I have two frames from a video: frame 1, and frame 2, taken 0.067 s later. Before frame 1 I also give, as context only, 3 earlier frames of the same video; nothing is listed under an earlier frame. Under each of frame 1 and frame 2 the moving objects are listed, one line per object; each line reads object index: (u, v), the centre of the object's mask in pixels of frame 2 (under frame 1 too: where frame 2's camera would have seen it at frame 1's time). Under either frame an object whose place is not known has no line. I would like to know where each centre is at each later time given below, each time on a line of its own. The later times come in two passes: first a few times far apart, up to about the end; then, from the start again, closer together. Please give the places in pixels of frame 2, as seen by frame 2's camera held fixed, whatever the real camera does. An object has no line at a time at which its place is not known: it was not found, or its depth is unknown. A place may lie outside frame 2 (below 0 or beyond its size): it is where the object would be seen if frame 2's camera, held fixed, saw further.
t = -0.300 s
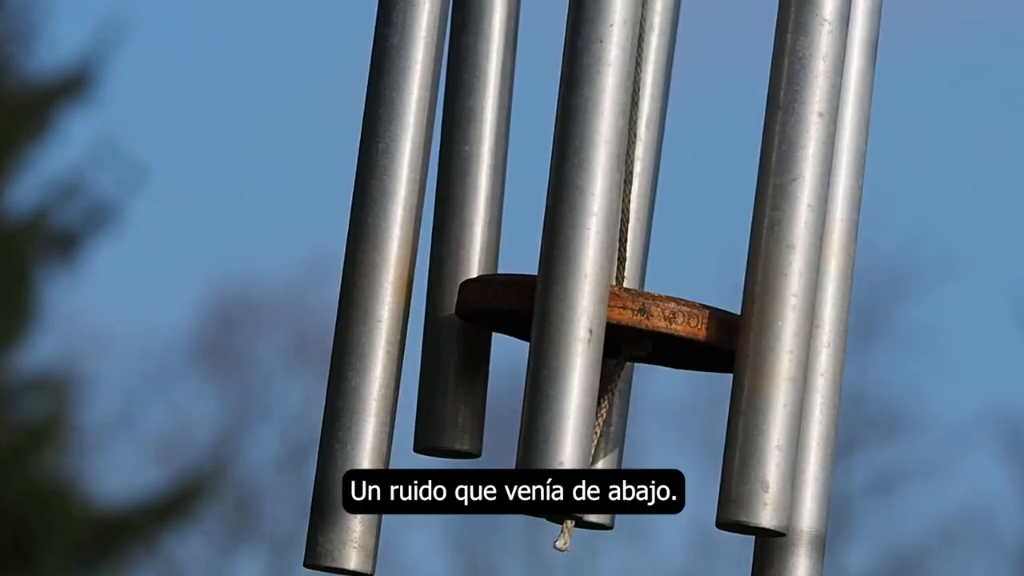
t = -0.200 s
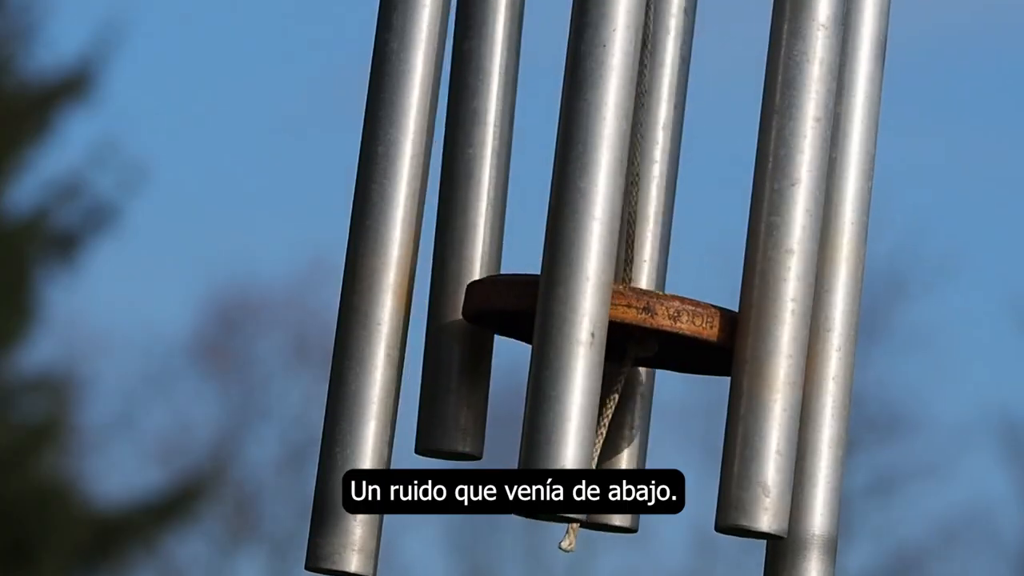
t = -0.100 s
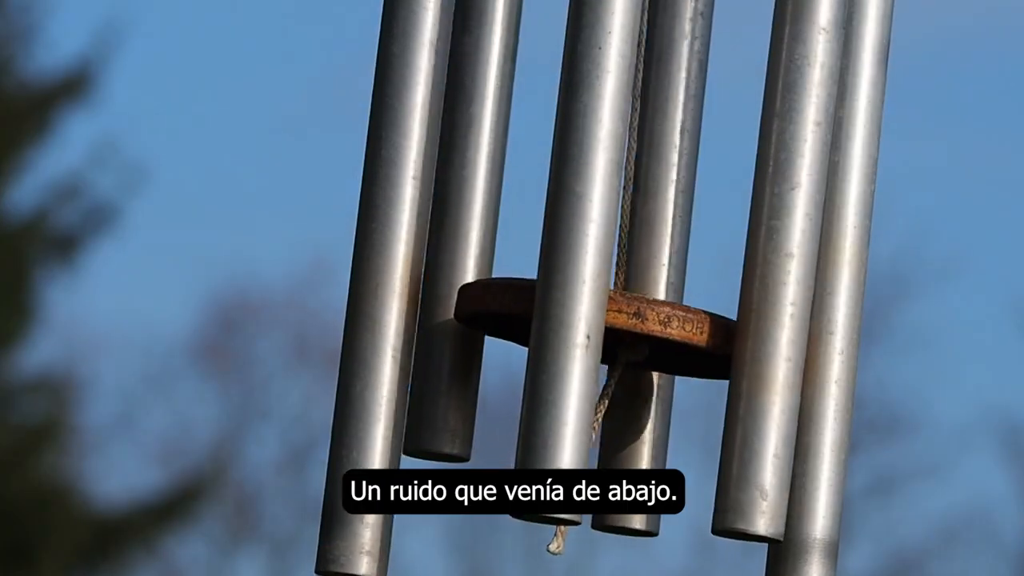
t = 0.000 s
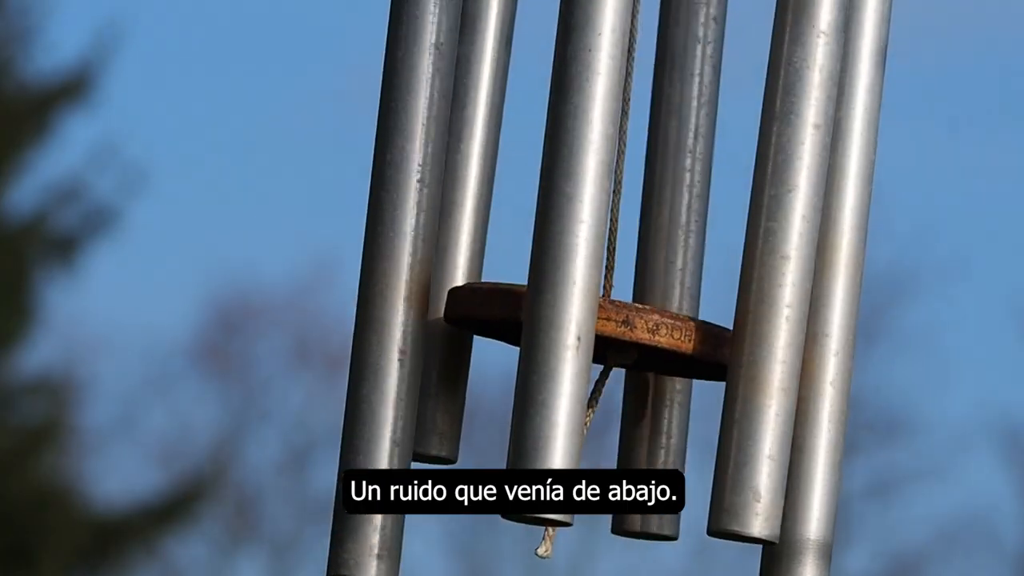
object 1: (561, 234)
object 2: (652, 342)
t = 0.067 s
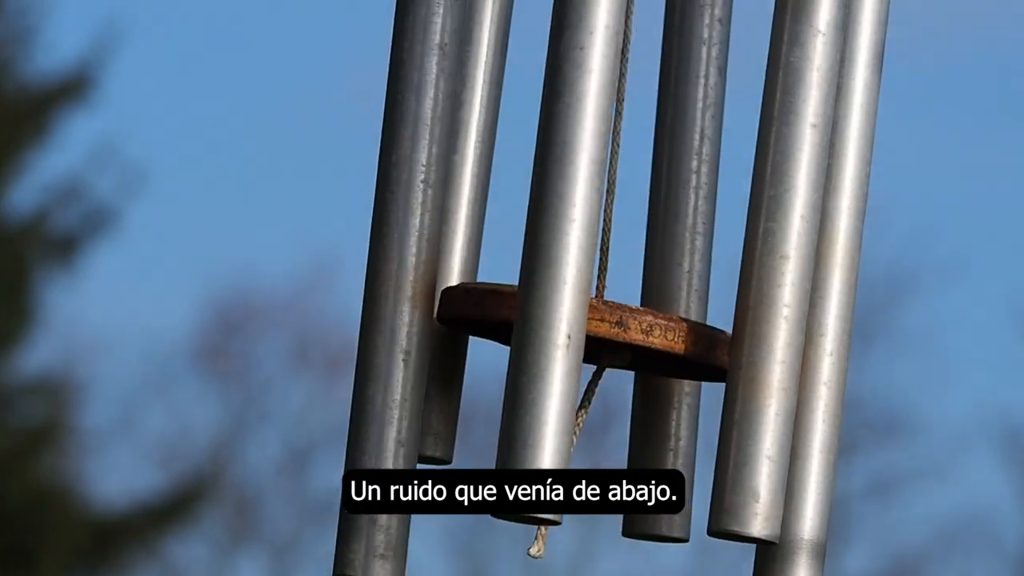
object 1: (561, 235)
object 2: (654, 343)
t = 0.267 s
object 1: (539, 234)
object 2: (641, 342)
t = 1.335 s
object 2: (631, 337)
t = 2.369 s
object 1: (511, 236)
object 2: (627, 331)
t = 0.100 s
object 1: (555, 235)
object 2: (651, 344)
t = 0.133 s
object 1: (550, 235)
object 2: (648, 344)
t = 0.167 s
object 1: (546, 235)
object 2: (646, 344)
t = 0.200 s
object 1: (542, 235)
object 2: (641, 344)
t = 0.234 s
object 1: (540, 234)
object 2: (642, 342)
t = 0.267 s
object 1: (539, 234)
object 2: (641, 342)
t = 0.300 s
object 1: (541, 234)
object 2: (643, 342)
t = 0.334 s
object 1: (544, 232)
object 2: (645, 341)
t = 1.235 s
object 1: (513, 236)
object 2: (625, 335)
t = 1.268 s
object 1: (513, 235)
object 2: (627, 336)
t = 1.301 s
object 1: (514, 234)
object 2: (629, 337)
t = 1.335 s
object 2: (631, 337)
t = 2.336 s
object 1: (511, 238)
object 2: (627, 333)
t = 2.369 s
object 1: (511, 236)
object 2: (627, 331)
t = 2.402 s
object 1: (512, 234)
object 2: (628, 330)
